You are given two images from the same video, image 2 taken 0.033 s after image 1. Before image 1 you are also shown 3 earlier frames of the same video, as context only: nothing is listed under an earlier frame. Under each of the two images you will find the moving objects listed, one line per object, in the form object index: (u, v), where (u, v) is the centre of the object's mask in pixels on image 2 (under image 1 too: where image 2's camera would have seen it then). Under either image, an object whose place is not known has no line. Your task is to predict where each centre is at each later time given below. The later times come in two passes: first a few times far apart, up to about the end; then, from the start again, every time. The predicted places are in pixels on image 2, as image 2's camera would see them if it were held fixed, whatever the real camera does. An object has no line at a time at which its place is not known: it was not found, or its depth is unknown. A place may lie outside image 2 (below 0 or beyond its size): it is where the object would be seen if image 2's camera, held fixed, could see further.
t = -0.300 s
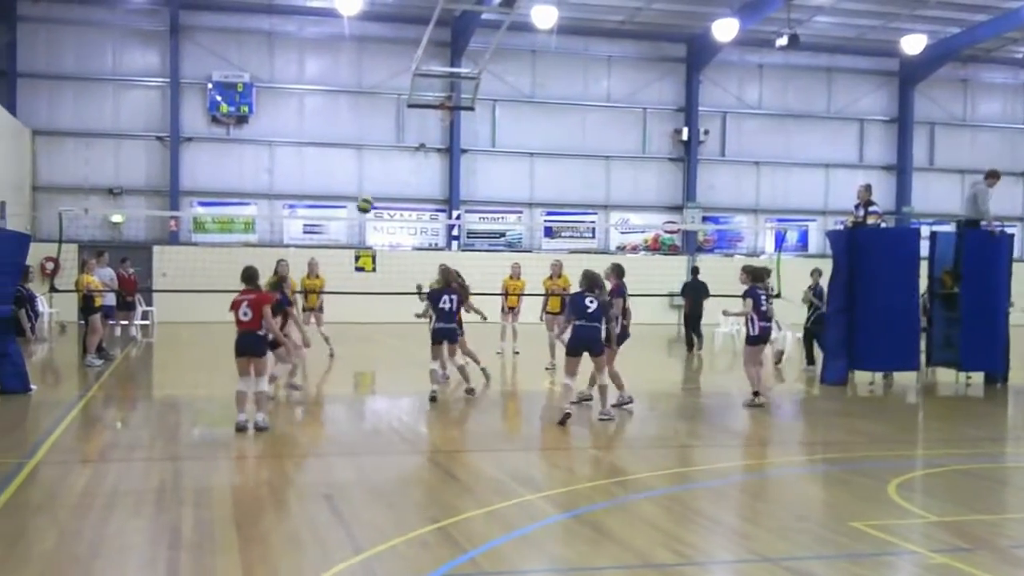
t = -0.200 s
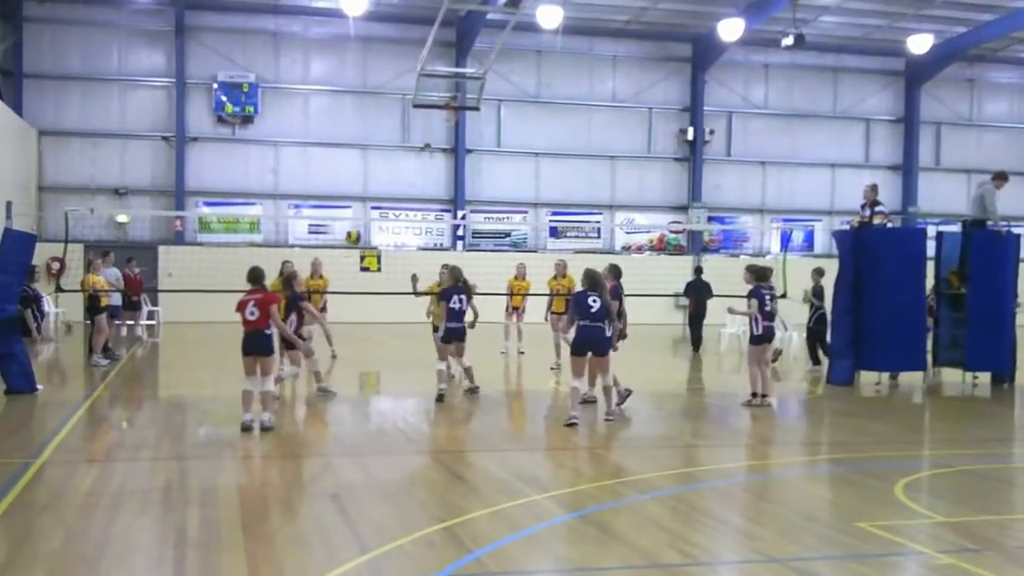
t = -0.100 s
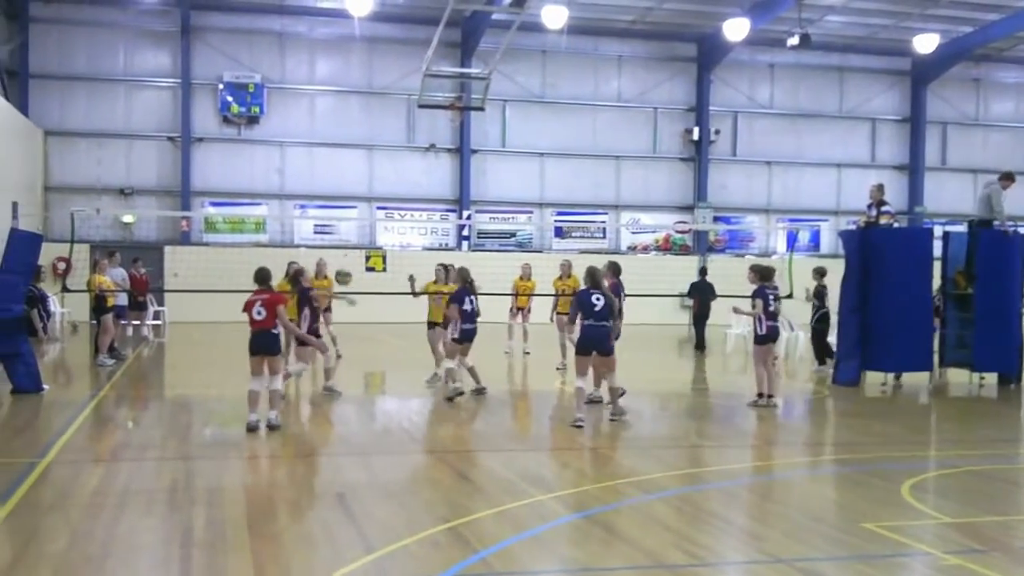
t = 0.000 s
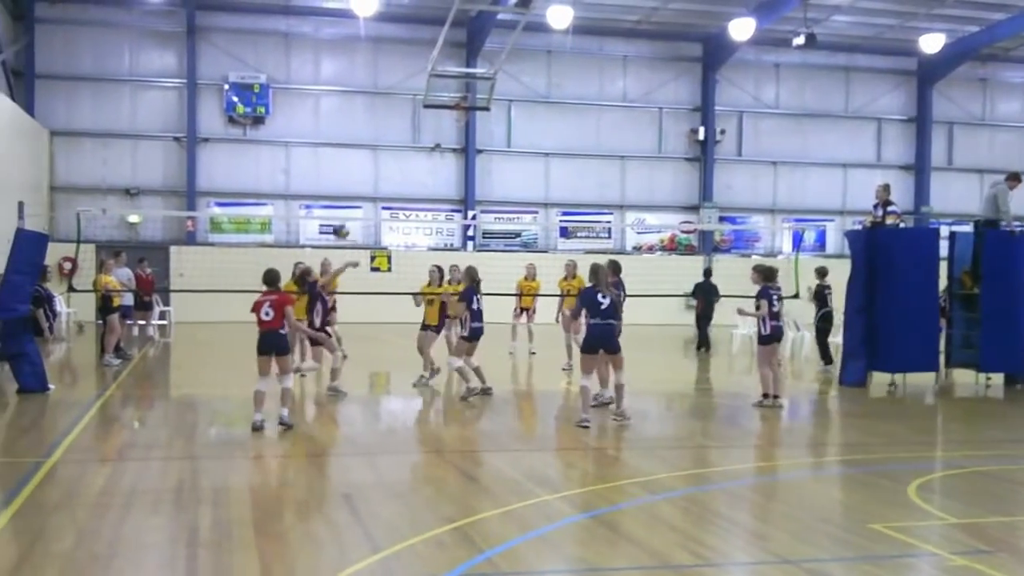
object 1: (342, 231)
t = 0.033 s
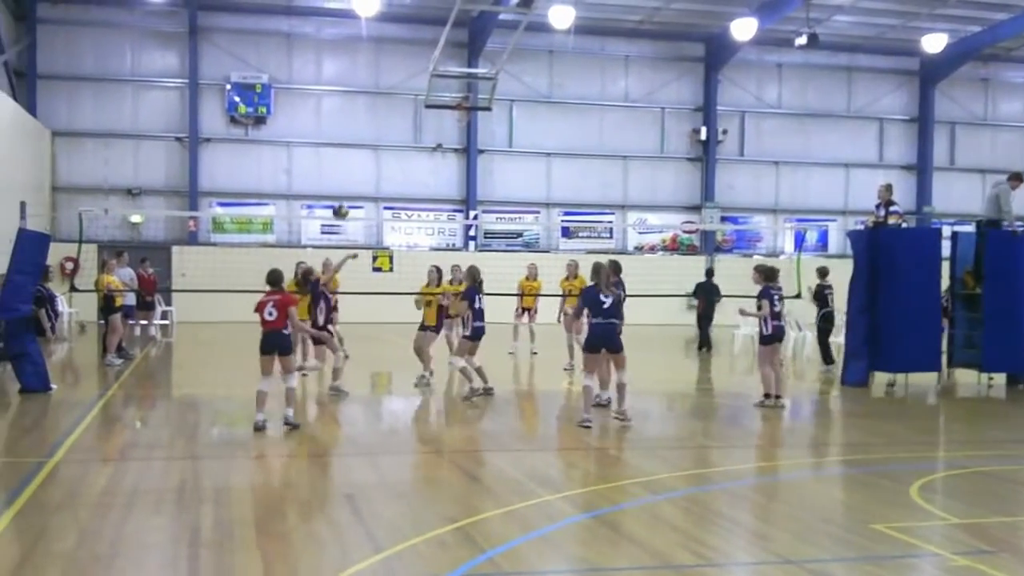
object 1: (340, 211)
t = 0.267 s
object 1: (326, 103)
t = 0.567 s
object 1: (308, 32)
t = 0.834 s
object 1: (294, 31)
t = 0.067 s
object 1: (338, 193)
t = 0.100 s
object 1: (336, 174)
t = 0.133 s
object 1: (334, 158)
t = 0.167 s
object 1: (332, 143)
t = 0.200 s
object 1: (330, 129)
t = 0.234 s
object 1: (328, 115)
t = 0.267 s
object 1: (326, 103)
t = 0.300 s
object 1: (324, 91)
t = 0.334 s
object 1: (322, 80)
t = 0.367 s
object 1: (319, 71)
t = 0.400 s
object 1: (318, 62)
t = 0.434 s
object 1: (316, 54)
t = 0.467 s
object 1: (314, 48)
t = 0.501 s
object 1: (313, 41)
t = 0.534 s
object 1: (310, 36)
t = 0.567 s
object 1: (308, 32)
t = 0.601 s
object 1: (307, 30)
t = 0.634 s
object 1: (305, 27)
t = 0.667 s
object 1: (303, 25)
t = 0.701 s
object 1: (301, 24)
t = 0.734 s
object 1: (300, 25)
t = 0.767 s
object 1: (298, 26)
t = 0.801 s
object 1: (296, 27)
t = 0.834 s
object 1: (294, 31)
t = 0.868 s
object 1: (293, 35)
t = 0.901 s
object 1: (292, 40)
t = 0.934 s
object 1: (290, 45)
